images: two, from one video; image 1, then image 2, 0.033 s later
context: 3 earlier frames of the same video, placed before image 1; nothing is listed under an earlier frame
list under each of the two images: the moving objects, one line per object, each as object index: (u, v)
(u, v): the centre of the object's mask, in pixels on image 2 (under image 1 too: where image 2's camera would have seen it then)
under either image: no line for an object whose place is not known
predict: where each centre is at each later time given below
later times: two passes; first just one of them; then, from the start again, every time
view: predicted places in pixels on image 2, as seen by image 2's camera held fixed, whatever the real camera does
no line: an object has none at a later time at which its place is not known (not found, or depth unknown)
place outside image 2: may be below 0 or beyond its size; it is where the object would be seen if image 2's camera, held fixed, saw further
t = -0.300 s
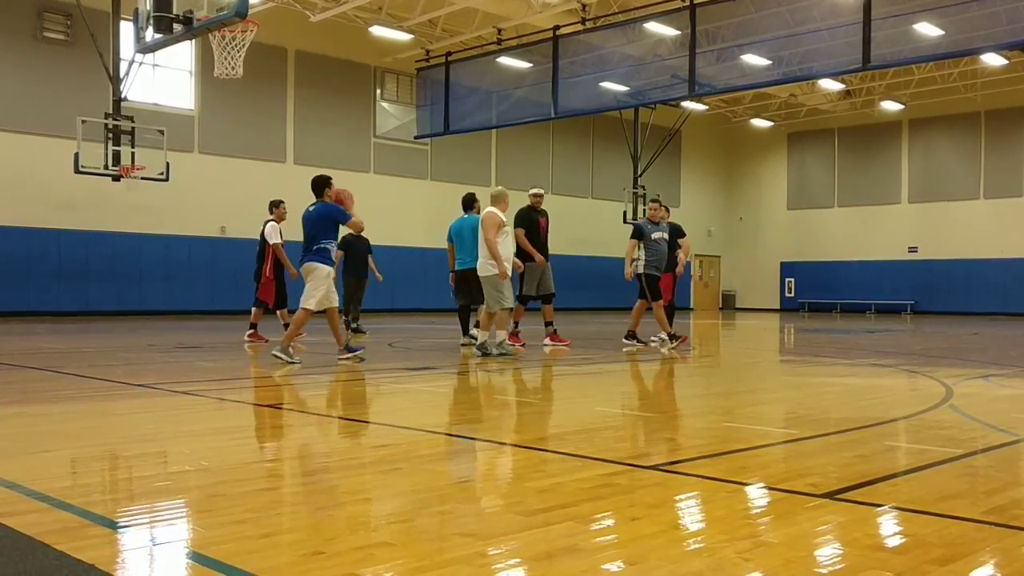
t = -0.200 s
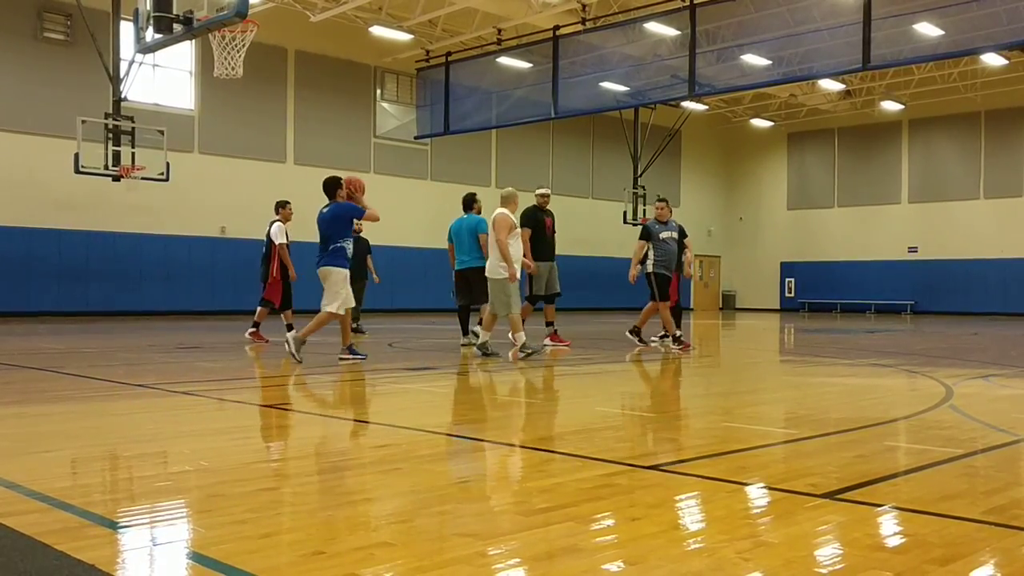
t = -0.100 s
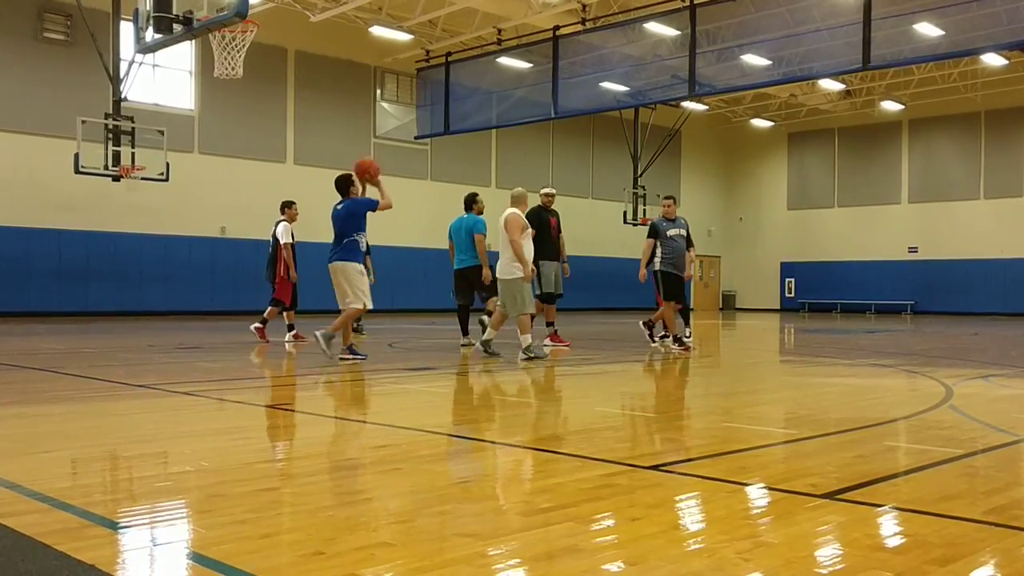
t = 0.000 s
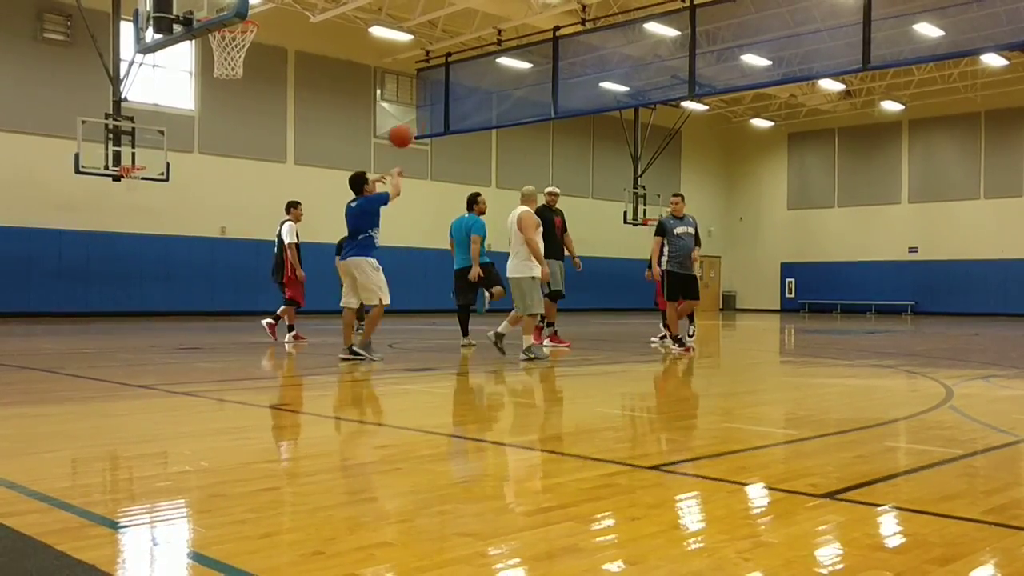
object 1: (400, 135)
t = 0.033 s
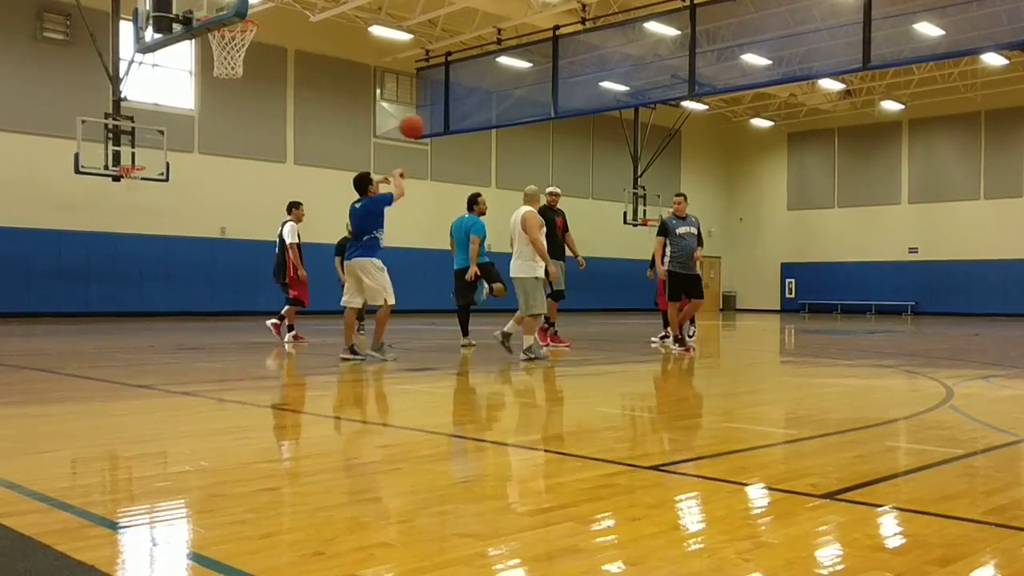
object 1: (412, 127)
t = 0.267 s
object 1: (481, 94)
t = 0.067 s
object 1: (422, 119)
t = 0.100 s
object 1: (432, 111)
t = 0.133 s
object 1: (442, 105)
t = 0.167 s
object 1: (452, 101)
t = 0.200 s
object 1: (462, 98)
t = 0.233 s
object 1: (472, 96)
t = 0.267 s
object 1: (481, 94)
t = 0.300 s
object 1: (490, 94)
